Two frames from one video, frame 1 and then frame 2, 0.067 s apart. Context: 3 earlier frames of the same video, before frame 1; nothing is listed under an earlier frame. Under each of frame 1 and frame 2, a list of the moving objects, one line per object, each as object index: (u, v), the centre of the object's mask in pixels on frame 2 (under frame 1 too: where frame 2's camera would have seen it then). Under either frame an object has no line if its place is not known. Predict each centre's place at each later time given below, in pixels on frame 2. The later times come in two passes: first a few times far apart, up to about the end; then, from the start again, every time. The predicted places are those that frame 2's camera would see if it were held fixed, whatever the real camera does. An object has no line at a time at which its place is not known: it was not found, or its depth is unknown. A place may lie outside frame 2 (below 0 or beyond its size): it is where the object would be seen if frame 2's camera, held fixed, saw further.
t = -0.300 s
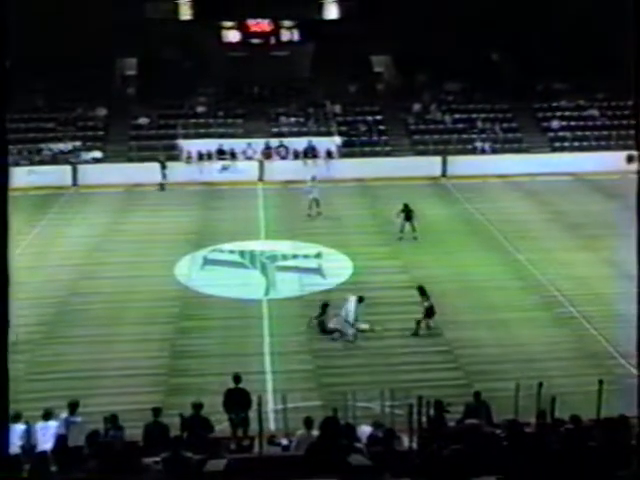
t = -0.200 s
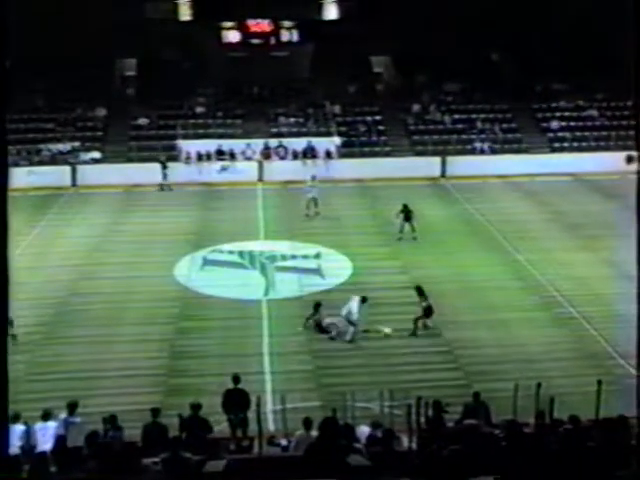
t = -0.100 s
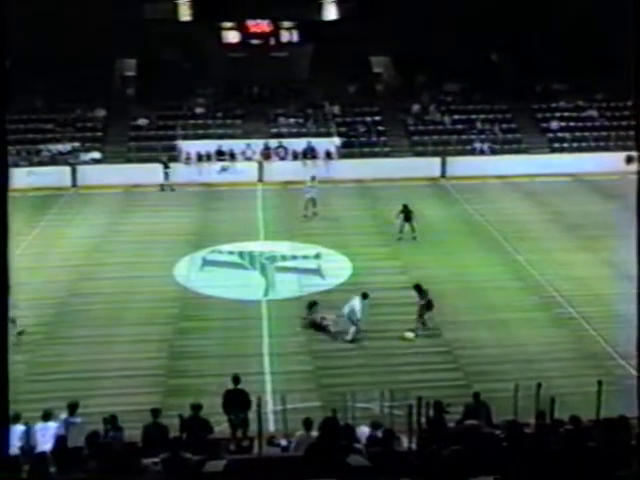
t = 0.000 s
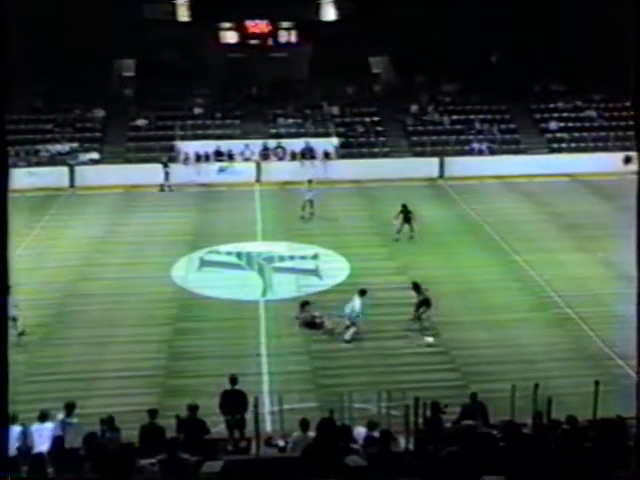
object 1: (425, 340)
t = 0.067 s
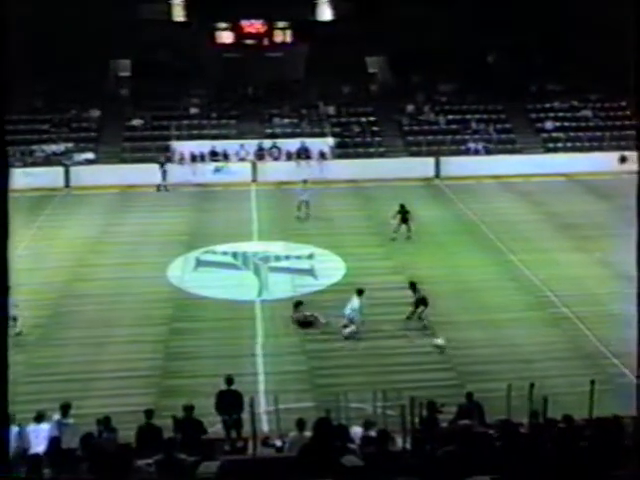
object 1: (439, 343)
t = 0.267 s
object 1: (478, 350)
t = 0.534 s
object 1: (524, 358)
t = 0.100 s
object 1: (446, 344)
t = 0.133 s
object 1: (452, 346)
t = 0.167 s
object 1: (460, 346)
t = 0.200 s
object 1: (466, 348)
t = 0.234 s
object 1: (472, 349)
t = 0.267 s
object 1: (478, 350)
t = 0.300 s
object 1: (485, 351)
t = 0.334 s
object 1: (491, 352)
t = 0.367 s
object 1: (497, 354)
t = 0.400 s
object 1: (505, 355)
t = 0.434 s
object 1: (508, 355)
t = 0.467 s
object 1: (514, 356)
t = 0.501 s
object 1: (519, 357)
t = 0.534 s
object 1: (524, 358)
